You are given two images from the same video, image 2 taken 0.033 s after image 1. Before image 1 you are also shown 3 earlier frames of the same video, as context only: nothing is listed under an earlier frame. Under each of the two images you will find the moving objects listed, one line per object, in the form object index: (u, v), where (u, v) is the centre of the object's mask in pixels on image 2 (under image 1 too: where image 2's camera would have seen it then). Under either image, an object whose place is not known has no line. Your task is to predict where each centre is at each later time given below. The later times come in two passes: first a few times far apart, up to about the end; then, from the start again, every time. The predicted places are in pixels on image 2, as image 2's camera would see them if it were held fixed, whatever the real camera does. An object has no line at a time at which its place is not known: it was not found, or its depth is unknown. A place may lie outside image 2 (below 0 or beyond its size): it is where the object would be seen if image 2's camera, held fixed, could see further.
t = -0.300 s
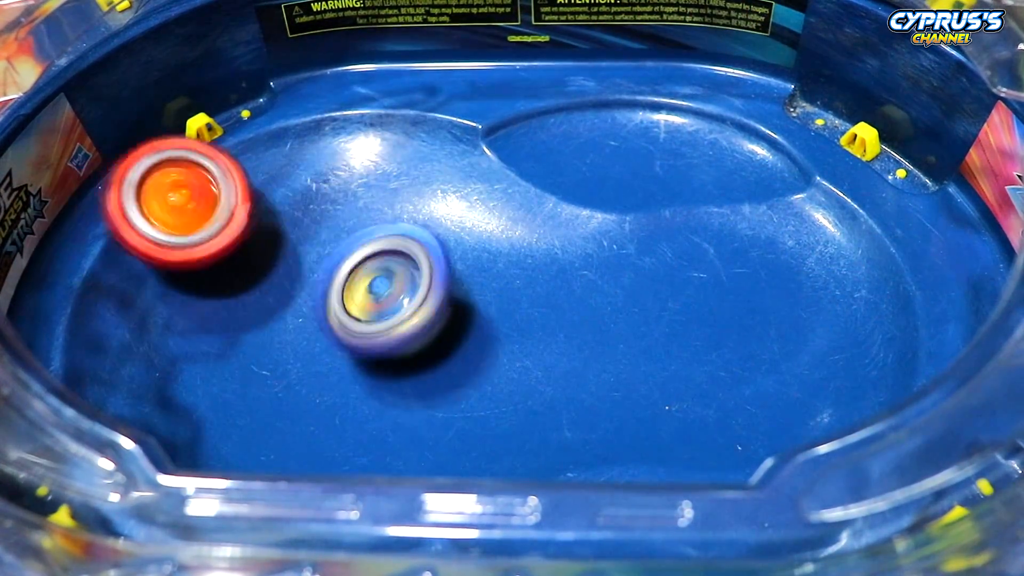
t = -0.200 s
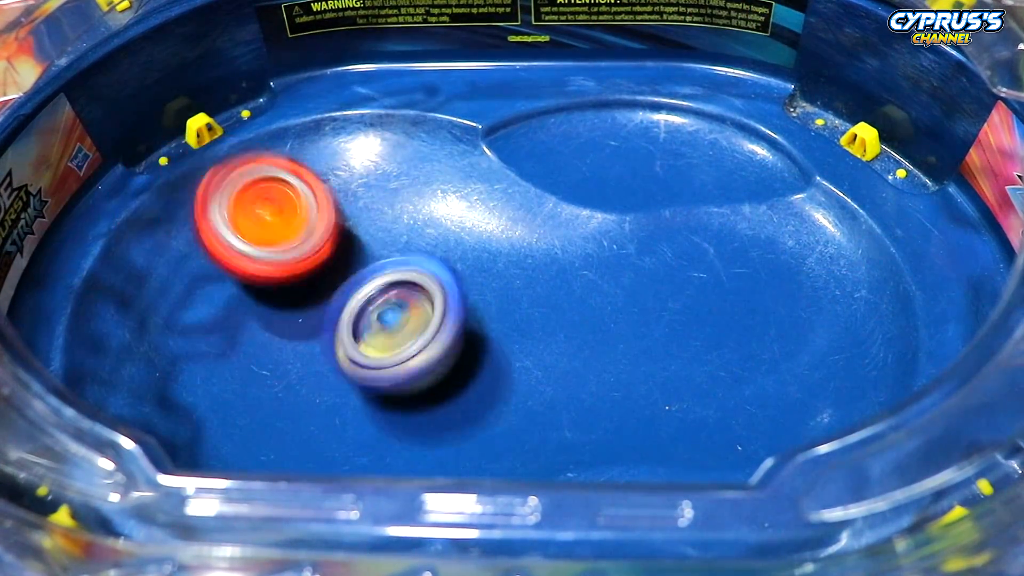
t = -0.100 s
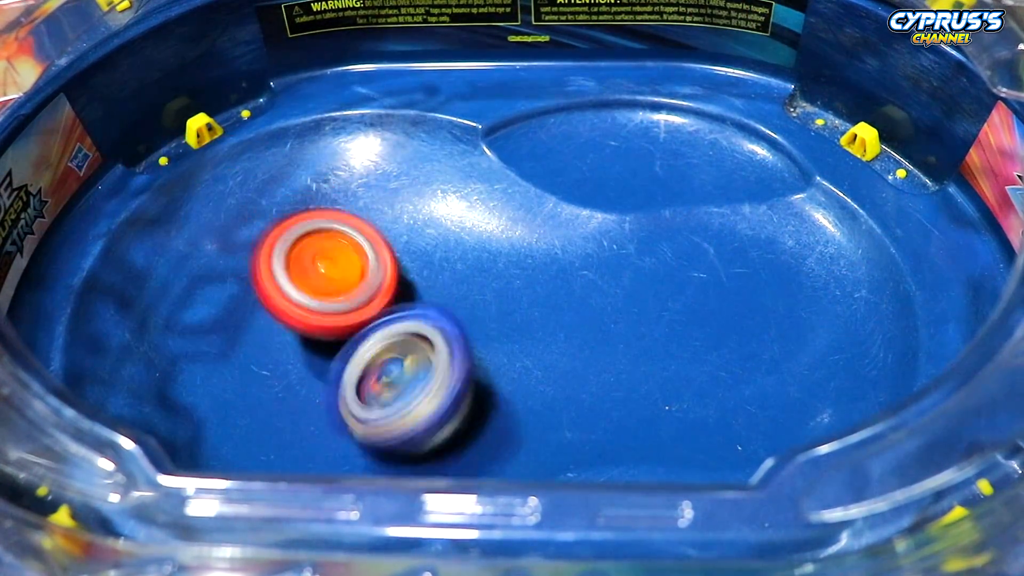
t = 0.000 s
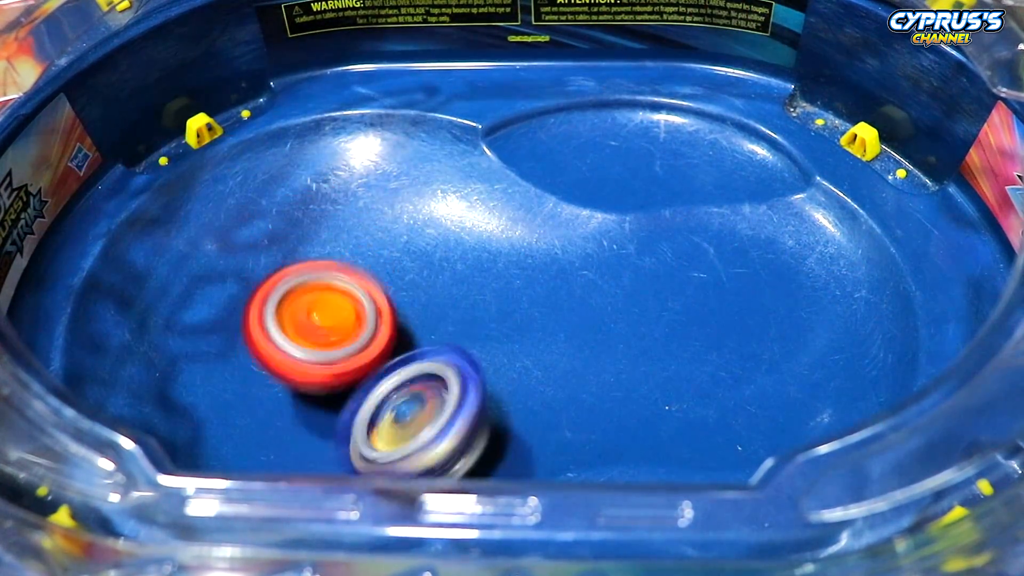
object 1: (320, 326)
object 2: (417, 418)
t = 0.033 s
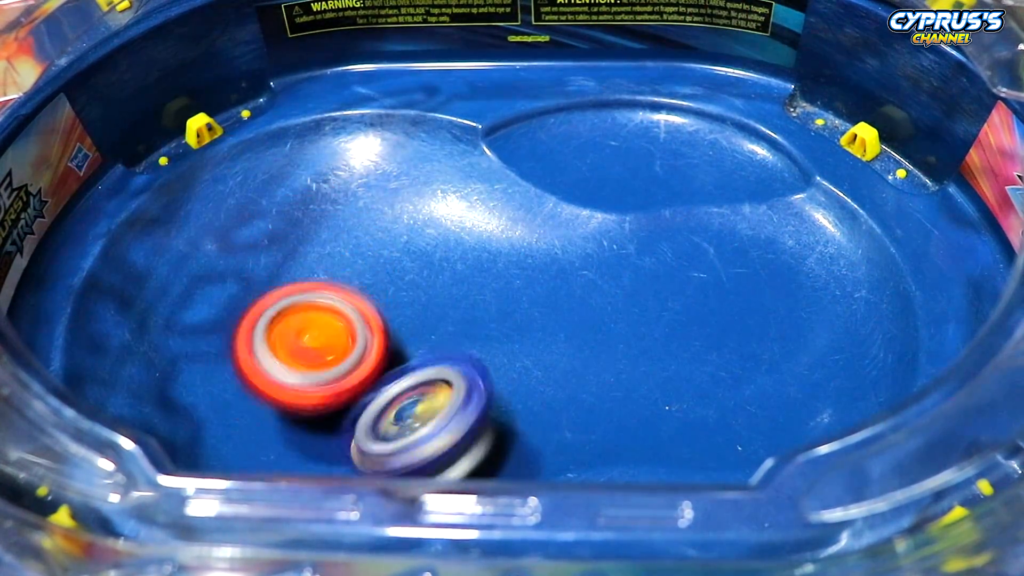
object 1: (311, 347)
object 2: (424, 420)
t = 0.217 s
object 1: (193, 369)
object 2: (453, 392)
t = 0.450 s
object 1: (307, 265)
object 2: (441, 329)
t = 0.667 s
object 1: (307, 258)
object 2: (570, 347)
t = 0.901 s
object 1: (255, 207)
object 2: (818, 382)
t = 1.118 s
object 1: (321, 274)
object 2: (774, 352)
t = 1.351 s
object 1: (253, 403)
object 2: (602, 314)
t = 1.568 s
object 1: (267, 338)
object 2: (397, 260)
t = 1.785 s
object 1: (350, 402)
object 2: (317, 130)
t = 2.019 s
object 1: (356, 408)
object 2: (336, 286)
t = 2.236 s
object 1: (367, 423)
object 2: (399, 250)
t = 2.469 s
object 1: (420, 365)
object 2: (336, 268)
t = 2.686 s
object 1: (469, 339)
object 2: (231, 269)
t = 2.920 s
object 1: (450, 291)
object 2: (319, 306)
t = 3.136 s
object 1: (428, 213)
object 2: (317, 308)
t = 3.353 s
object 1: (354, 196)
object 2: (317, 308)
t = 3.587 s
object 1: (261, 228)
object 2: (317, 309)
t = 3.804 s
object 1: (283, 223)
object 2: (317, 310)
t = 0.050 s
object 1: (301, 355)
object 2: (430, 421)
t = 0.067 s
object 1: (292, 365)
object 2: (437, 423)
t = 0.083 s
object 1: (279, 372)
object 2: (441, 421)
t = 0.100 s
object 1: (269, 380)
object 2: (447, 421)
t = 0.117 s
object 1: (254, 384)
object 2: (451, 419)
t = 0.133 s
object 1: (244, 387)
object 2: (452, 418)
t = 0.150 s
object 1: (230, 387)
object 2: (455, 415)
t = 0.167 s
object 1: (220, 386)
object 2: (455, 411)
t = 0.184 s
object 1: (208, 382)
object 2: (456, 407)
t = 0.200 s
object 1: (201, 377)
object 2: (455, 400)
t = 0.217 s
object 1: (193, 369)
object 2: (453, 392)
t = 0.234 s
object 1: (191, 361)
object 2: (451, 388)
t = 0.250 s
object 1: (188, 350)
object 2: (450, 381)
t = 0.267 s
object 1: (191, 339)
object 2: (446, 374)
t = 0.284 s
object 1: (196, 328)
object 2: (443, 369)
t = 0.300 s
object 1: (205, 319)
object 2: (439, 363)
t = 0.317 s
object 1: (216, 309)
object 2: (434, 357)
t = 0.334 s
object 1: (229, 301)
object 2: (430, 352)
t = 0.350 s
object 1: (245, 293)
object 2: (425, 346)
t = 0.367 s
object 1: (260, 287)
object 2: (420, 344)
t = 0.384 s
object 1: (277, 282)
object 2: (415, 338)
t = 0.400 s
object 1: (290, 278)
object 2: (412, 335)
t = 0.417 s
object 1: (299, 274)
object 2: (417, 329)
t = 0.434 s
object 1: (302, 270)
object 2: (425, 323)
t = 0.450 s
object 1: (307, 265)
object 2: (441, 329)
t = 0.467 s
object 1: (309, 262)
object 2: (454, 330)
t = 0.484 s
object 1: (316, 259)
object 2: (458, 327)
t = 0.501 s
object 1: (322, 259)
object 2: (468, 329)
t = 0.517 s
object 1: (331, 258)
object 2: (470, 331)
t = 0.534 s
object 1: (339, 259)
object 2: (470, 329)
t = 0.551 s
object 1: (348, 262)
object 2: (475, 330)
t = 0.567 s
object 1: (354, 265)
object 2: (474, 331)
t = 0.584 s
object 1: (363, 268)
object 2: (477, 330)
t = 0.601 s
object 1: (363, 271)
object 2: (482, 340)
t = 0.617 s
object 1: (352, 272)
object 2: (498, 349)
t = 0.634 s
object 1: (336, 264)
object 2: (527, 342)
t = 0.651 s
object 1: (323, 261)
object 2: (544, 345)
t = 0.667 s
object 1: (307, 258)
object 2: (570, 347)
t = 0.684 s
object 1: (297, 255)
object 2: (592, 355)
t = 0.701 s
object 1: (284, 252)
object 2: (617, 367)
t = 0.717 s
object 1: (277, 248)
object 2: (639, 384)
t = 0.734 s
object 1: (267, 244)
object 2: (657, 381)
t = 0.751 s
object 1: (263, 242)
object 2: (683, 387)
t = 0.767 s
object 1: (257, 238)
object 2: (702, 387)
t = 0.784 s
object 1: (254, 236)
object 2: (725, 392)
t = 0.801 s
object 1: (252, 230)
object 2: (742, 394)
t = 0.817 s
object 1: (249, 227)
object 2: (760, 391)
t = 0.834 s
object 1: (250, 222)
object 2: (777, 390)
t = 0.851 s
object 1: (249, 218)
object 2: (788, 389)
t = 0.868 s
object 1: (250, 215)
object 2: (802, 383)
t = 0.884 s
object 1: (253, 210)
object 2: (813, 382)
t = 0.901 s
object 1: (255, 207)
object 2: (818, 382)
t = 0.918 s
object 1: (260, 204)
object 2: (826, 377)
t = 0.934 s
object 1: (265, 201)
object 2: (828, 375)
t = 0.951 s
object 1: (271, 201)
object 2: (829, 375)
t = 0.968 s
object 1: (280, 202)
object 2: (829, 373)
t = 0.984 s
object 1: (287, 204)
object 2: (829, 371)
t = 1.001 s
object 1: (295, 210)
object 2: (826, 372)
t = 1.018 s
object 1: (301, 214)
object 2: (821, 369)
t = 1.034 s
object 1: (306, 223)
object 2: (816, 365)
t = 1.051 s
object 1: (314, 231)
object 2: (810, 364)
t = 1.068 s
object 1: (316, 241)
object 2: (802, 362)
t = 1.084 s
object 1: (319, 253)
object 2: (794, 356)
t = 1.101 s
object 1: (321, 263)
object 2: (783, 354)
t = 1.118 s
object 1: (321, 274)
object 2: (774, 352)
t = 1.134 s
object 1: (322, 286)
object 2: (767, 345)
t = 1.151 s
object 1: (320, 296)
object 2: (756, 340)
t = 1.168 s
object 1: (318, 308)
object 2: (744, 339)
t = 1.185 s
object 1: (315, 318)
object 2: (734, 335)
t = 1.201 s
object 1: (312, 330)
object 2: (722, 329)
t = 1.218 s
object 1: (309, 342)
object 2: (709, 327)
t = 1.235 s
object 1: (304, 351)
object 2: (699, 329)
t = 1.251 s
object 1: (297, 361)
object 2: (688, 324)
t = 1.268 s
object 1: (293, 370)
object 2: (673, 318)
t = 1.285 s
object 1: (285, 379)
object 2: (659, 320)
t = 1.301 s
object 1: (279, 388)
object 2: (646, 320)
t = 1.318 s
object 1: (270, 394)
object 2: (630, 315)
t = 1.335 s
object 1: (260, 400)
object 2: (616, 316)
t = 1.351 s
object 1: (253, 403)
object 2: (602, 314)
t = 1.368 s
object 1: (243, 405)
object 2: (588, 310)
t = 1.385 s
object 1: (235, 406)
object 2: (572, 307)
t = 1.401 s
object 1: (226, 404)
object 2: (556, 307)
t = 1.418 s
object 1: (220, 401)
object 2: (539, 302)
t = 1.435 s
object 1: (216, 397)
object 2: (521, 295)
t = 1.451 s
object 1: (212, 391)
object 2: (504, 294)
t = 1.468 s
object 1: (212, 383)
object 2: (488, 291)
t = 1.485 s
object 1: (218, 374)
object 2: (471, 285)
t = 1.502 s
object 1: (223, 365)
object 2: (455, 281)
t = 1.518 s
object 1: (232, 358)
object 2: (442, 279)
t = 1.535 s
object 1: (244, 350)
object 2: (427, 271)
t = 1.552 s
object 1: (254, 344)
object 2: (410, 261)
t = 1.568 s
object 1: (267, 338)
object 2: (397, 260)
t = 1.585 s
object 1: (280, 332)
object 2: (383, 252)
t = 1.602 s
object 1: (292, 331)
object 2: (371, 238)
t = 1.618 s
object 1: (303, 334)
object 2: (364, 230)
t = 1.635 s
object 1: (306, 341)
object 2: (362, 217)
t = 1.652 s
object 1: (309, 347)
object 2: (355, 193)
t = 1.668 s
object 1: (315, 354)
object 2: (347, 178)
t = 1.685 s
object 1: (319, 361)
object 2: (345, 169)
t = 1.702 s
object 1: (323, 368)
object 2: (339, 155)
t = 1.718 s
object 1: (330, 376)
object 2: (336, 144)
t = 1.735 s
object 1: (335, 382)
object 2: (330, 134)
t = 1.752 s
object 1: (339, 389)
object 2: (322, 129)
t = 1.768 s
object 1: (347, 395)
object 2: (321, 126)
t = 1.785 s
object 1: (350, 402)
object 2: (317, 130)
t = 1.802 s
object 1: (354, 407)
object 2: (316, 137)
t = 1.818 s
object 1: (360, 411)
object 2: (317, 140)
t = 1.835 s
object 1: (362, 415)
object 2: (318, 146)
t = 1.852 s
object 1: (364, 419)
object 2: (317, 157)
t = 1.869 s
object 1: (366, 420)
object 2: (318, 171)
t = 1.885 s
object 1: (364, 422)
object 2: (319, 182)
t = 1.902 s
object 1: (363, 424)
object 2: (320, 193)
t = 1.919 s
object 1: (361, 423)
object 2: (323, 213)
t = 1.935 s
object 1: (362, 423)
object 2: (321, 227)
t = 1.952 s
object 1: (358, 422)
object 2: (321, 238)
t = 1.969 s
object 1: (359, 419)
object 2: (325, 247)
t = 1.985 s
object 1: (356, 417)
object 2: (330, 265)
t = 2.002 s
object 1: (354, 414)
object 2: (334, 277)
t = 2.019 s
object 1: (356, 408)
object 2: (336, 286)
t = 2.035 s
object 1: (357, 403)
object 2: (339, 292)
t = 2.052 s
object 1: (360, 399)
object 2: (345, 294)
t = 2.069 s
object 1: (366, 405)
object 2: (354, 294)
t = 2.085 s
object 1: (366, 414)
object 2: (357, 293)
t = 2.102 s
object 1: (374, 417)
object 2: (363, 288)
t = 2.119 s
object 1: (376, 421)
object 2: (369, 280)
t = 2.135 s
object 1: (378, 423)
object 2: (377, 273)
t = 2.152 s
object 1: (379, 425)
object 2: (381, 268)
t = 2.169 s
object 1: (377, 425)
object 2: (386, 257)
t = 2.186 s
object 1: (374, 426)
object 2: (391, 251)
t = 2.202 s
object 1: (374, 425)
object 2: (395, 247)
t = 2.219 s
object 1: (370, 425)
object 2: (399, 248)
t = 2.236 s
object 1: (367, 423)
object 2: (399, 250)
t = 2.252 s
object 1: (368, 421)
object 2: (397, 254)
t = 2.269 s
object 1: (366, 417)
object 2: (397, 257)
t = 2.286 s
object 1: (364, 413)
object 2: (396, 261)
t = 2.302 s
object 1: (362, 409)
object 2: (395, 261)
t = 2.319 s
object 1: (365, 402)
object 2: (396, 262)
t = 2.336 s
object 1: (365, 394)
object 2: (393, 269)
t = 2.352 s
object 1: (367, 386)
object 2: (393, 266)
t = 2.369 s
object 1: (366, 380)
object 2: (391, 269)
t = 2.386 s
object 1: (369, 371)
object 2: (386, 271)
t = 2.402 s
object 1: (372, 365)
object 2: (385, 267)
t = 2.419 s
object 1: (381, 360)
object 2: (375, 262)
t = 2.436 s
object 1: (395, 359)
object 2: (364, 267)
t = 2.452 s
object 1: (410, 362)
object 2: (353, 268)
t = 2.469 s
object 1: (420, 365)
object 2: (336, 268)
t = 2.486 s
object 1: (429, 367)
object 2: (324, 268)
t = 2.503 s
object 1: (438, 367)
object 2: (307, 270)
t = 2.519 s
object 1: (442, 366)
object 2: (295, 265)
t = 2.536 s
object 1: (446, 364)
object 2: (282, 263)
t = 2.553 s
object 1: (451, 362)
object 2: (268, 262)
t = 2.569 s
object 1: (454, 359)
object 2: (259, 262)
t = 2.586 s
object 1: (457, 357)
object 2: (249, 263)
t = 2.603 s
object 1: (460, 354)
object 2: (240, 263)
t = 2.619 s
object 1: (463, 351)
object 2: (235, 264)
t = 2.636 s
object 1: (464, 349)
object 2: (231, 264)
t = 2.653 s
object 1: (467, 345)
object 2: (228, 265)
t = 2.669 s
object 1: (469, 342)
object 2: (229, 267)
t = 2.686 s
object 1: (469, 339)
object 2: (231, 269)
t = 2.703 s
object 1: (471, 335)
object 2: (235, 271)
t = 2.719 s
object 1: (471, 332)
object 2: (242, 274)
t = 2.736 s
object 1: (471, 330)
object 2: (247, 278)
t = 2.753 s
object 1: (472, 325)
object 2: (253, 283)
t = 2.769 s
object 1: (471, 322)
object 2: (257, 288)
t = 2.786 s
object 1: (469, 319)
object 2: (260, 293)
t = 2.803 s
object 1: (468, 316)
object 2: (265, 294)
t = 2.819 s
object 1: (467, 312)
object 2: (271, 297)
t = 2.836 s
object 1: (465, 309)
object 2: (277, 299)
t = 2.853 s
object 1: (462, 306)
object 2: (285, 303)
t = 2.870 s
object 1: (460, 301)
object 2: (293, 305)
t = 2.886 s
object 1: (457, 297)
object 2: (301, 305)
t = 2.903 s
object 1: (453, 294)
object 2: (310, 306)
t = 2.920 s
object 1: (450, 291)
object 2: (319, 306)
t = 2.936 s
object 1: (448, 284)
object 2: (325, 306)
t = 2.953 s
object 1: (451, 277)
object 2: (325, 307)
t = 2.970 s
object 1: (454, 271)
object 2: (324, 307)
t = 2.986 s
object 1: (455, 264)
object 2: (324, 308)
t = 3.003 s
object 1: (457, 257)
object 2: (324, 308)
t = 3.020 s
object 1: (456, 249)
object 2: (324, 309)
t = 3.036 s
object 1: (454, 243)
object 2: (324, 309)
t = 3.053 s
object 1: (452, 237)
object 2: (323, 309)
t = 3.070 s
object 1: (447, 232)
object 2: (322, 309)
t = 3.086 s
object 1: (443, 227)
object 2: (321, 309)
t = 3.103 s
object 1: (439, 222)
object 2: (319, 309)
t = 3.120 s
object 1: (434, 217)
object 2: (317, 308)
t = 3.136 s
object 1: (428, 213)
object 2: (317, 308)
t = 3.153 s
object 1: (423, 210)
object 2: (317, 308)
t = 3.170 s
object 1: (417, 207)
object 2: (317, 308)
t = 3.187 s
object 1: (411, 205)
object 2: (317, 308)
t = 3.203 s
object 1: (404, 204)
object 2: (317, 308)
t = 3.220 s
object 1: (399, 203)
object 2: (317, 308)
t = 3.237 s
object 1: (393, 201)
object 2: (317, 308)
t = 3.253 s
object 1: (388, 199)
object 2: (317, 308)
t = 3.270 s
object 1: (383, 199)
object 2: (317, 308)
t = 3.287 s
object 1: (377, 198)
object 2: (317, 308)
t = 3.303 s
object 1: (372, 197)
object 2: (317, 308)
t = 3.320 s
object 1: (366, 196)
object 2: (317, 308)
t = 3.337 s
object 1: (360, 196)
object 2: (317, 308)
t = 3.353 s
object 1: (354, 196)
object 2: (317, 308)
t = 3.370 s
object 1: (347, 197)
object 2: (317, 308)
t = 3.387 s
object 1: (341, 198)
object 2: (317, 308)
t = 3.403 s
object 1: (334, 200)
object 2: (317, 308)
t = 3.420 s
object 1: (326, 201)
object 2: (317, 308)
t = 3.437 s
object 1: (319, 203)
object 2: (317, 308)
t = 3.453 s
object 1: (310, 205)
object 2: (317, 308)
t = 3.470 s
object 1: (301, 207)
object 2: (318, 309)
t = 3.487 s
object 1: (292, 209)
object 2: (318, 309)
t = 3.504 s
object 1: (284, 211)
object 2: (317, 309)
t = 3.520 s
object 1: (277, 215)
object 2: (317, 309)
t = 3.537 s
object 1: (272, 218)
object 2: (317, 309)
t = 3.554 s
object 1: (267, 222)
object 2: (317, 308)
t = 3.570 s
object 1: (263, 226)
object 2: (317, 309)
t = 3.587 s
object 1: (261, 228)
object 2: (317, 309)
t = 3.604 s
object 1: (259, 230)
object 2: (318, 310)
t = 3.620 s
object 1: (257, 232)
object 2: (318, 310)
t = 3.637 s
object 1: (257, 232)
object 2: (318, 310)
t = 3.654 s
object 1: (257, 232)
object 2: (318, 310)
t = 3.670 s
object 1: (258, 232)
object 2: (317, 310)
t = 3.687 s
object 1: (259, 231)
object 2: (317, 310)
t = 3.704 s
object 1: (260, 231)
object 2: (317, 310)
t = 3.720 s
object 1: (263, 230)
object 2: (317, 310)
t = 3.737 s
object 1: (266, 228)
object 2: (317, 310)
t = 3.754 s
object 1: (270, 227)
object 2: (317, 310)
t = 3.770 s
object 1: (274, 225)
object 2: (317, 309)
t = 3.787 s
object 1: (279, 224)
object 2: (317, 310)
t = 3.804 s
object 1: (283, 223)
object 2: (317, 310)
